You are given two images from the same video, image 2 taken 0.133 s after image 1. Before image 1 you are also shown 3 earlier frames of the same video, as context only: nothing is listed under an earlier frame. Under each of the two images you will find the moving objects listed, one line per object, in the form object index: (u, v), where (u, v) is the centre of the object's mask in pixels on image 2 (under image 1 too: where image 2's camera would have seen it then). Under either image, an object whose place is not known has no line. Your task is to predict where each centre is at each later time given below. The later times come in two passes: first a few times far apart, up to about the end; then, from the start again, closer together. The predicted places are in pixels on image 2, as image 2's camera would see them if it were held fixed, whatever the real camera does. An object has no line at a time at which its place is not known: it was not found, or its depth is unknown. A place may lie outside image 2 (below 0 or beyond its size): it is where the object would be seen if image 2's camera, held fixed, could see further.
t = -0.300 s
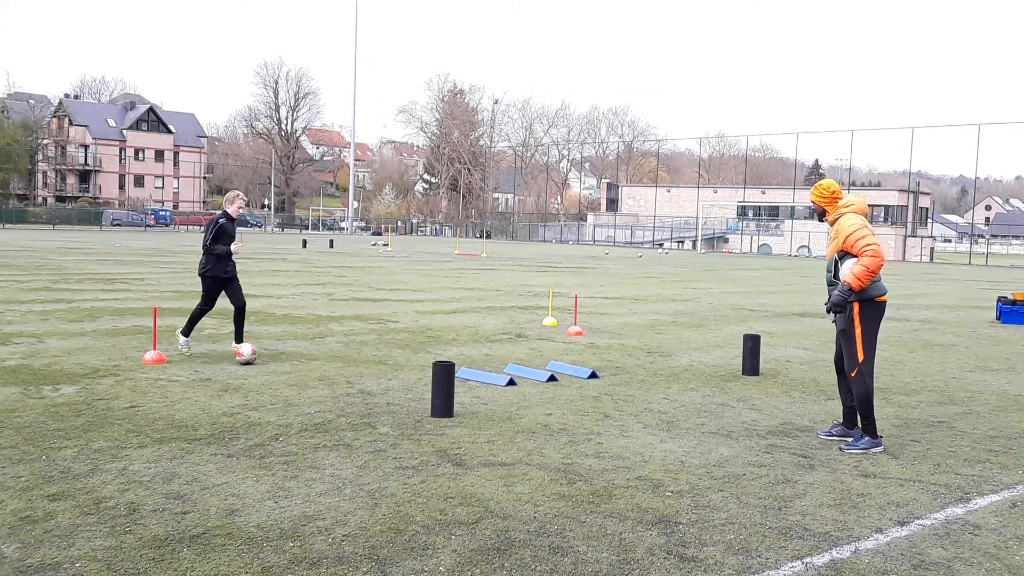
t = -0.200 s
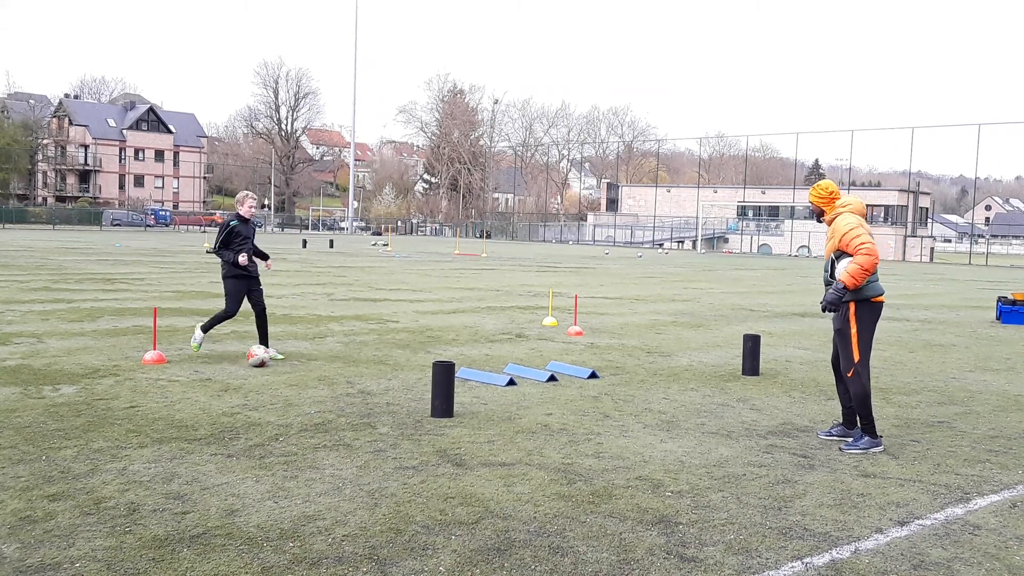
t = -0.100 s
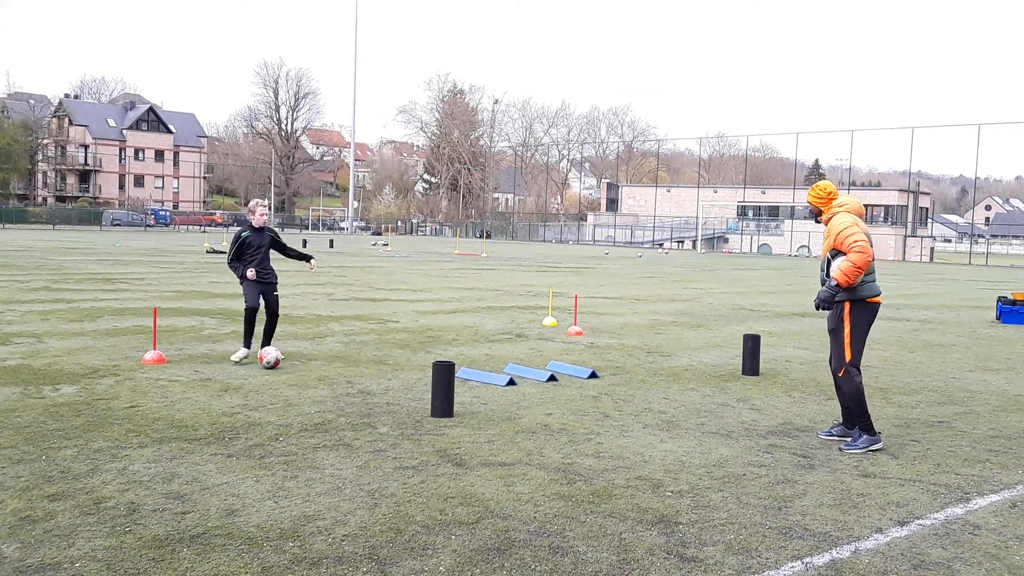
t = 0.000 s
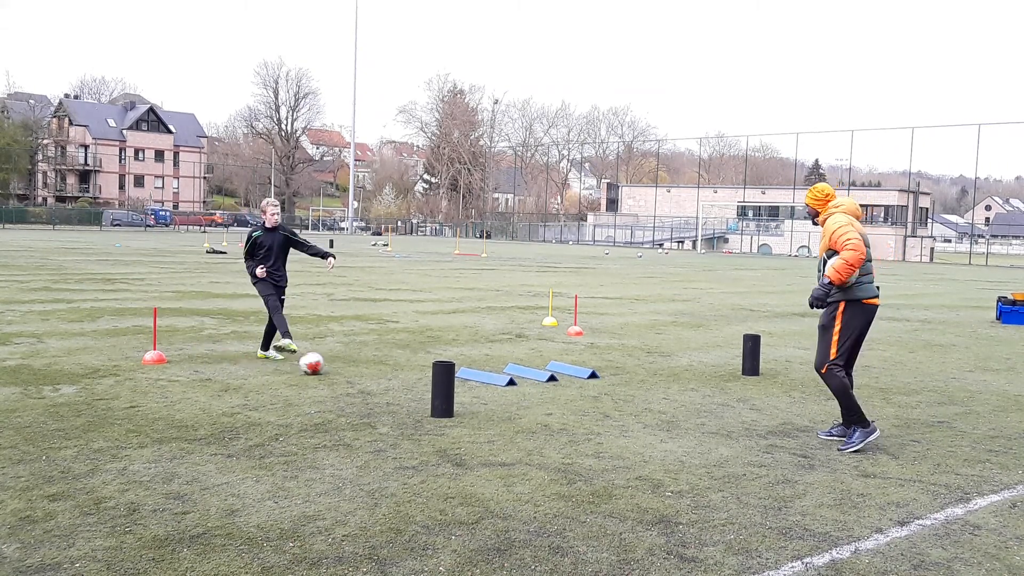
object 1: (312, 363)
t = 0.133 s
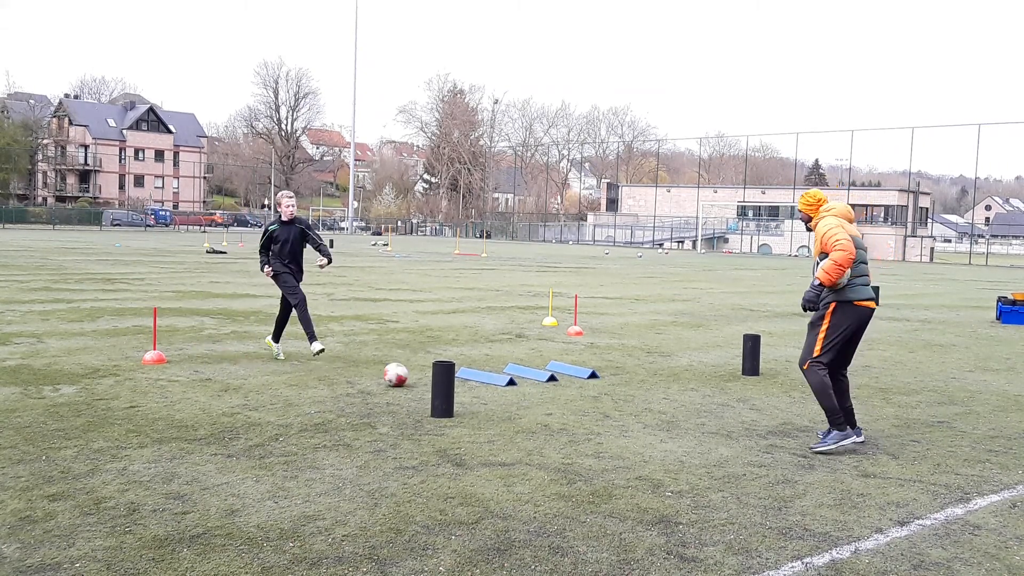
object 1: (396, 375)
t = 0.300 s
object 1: (499, 388)
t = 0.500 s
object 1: (623, 404)
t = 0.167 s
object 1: (415, 376)
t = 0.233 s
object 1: (461, 382)
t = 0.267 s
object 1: (480, 386)
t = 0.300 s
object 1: (499, 388)
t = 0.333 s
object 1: (520, 390)
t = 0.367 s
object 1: (542, 394)
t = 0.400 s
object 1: (562, 397)
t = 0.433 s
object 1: (582, 398)
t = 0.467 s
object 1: (601, 401)
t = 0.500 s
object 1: (623, 404)
